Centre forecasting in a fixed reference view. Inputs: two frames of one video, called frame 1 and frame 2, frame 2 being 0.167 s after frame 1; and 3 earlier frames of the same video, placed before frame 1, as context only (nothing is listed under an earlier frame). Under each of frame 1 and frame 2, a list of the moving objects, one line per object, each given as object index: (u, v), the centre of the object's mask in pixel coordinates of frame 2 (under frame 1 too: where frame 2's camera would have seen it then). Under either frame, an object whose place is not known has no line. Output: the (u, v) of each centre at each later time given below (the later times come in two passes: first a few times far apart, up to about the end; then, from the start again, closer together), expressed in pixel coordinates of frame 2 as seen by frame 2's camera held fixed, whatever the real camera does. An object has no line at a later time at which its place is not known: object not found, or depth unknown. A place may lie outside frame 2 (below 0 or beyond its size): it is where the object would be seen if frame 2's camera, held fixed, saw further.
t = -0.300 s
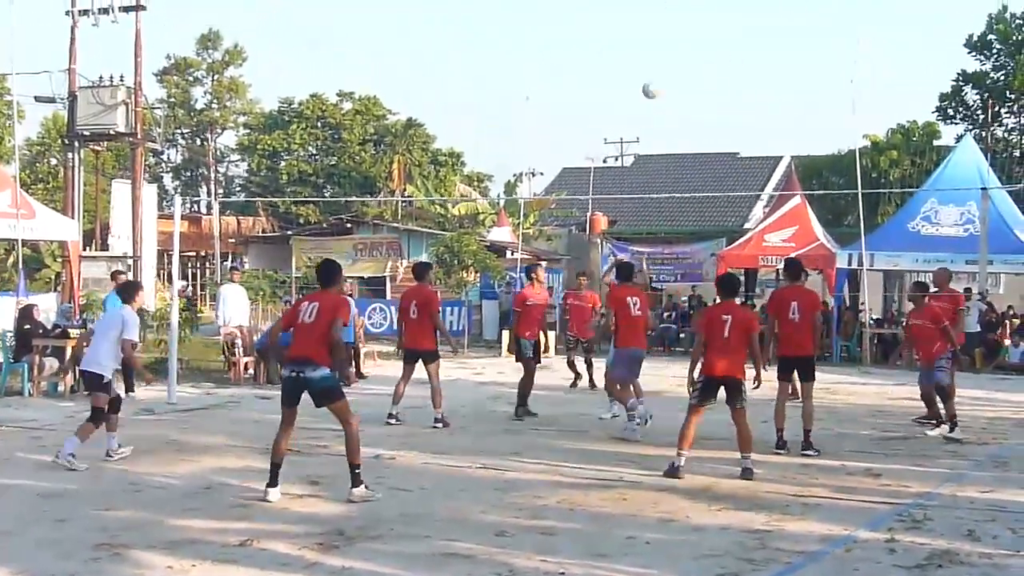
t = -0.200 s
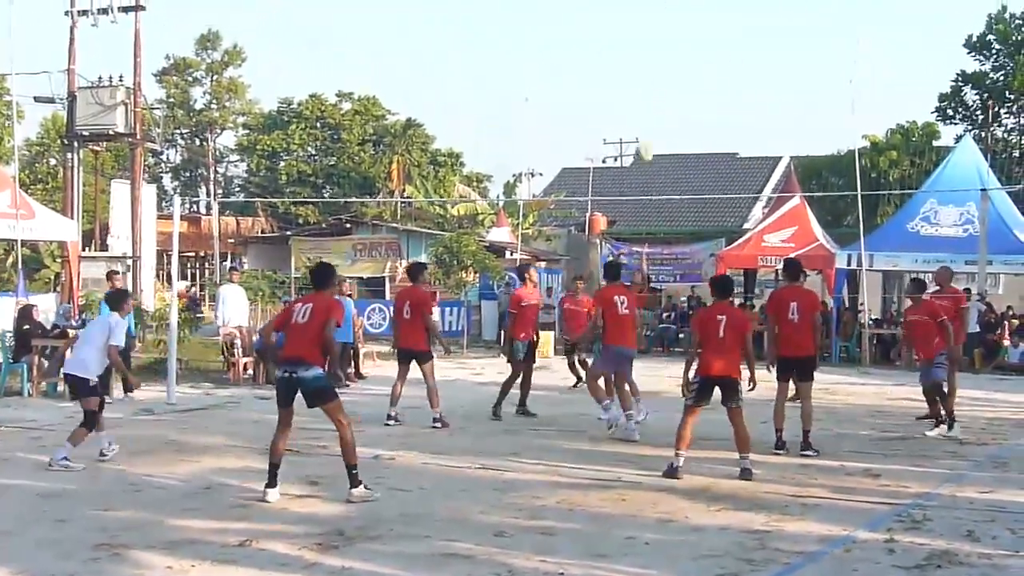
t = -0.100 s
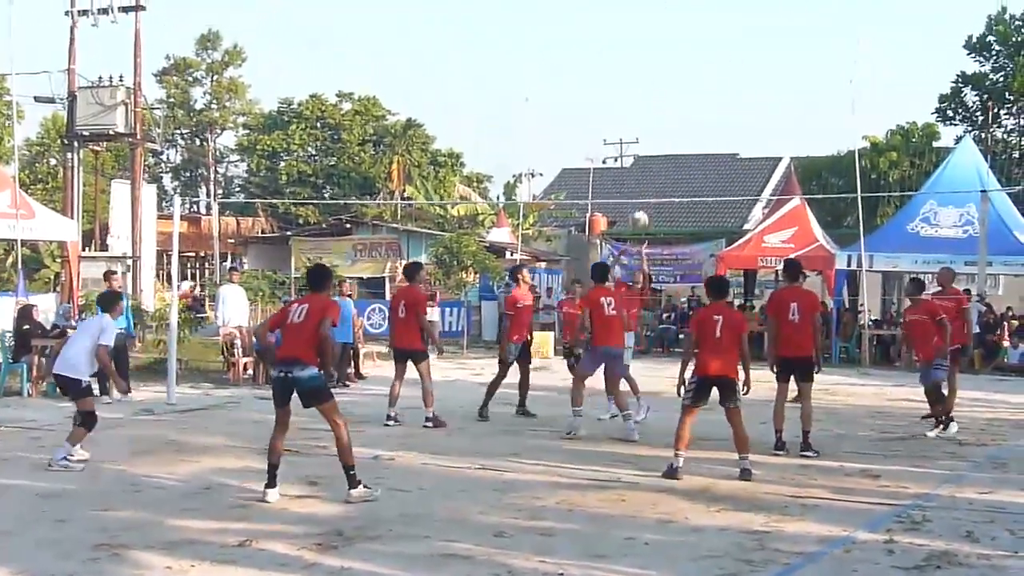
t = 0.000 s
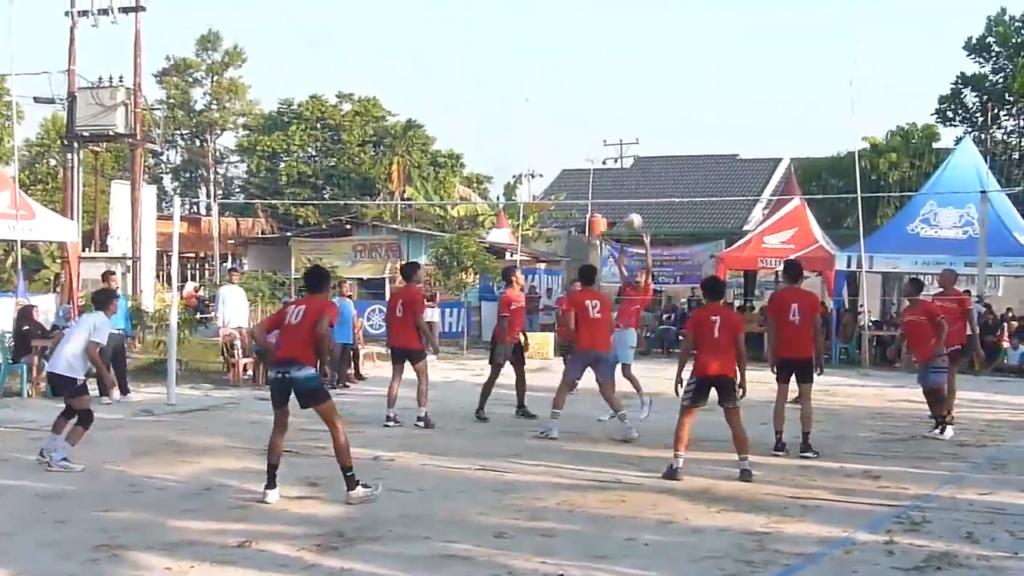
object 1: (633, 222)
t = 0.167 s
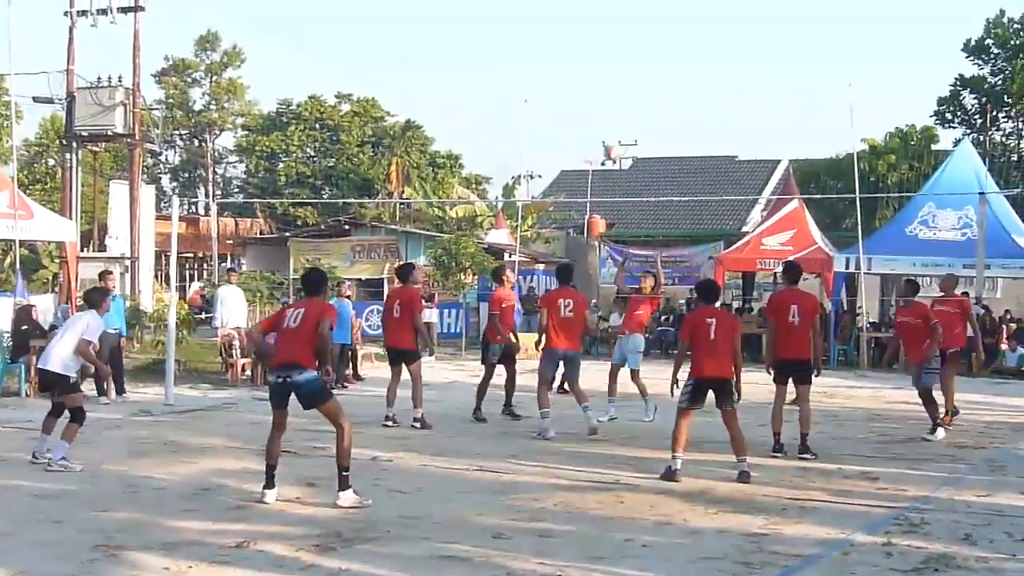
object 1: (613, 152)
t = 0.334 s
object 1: (591, 105)
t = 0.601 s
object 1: (560, 79)
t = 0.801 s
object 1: (537, 100)
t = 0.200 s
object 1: (607, 141)
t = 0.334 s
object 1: (591, 105)
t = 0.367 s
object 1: (587, 98)
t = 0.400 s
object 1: (583, 93)
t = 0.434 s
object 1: (579, 88)
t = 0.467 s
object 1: (575, 85)
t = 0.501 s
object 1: (571, 82)
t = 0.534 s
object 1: (568, 80)
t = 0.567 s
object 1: (564, 79)
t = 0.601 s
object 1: (560, 79)
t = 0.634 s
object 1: (556, 80)
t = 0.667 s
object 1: (552, 82)
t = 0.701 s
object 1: (549, 85)
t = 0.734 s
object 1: (544, 89)
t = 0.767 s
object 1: (541, 94)
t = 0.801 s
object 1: (537, 100)
